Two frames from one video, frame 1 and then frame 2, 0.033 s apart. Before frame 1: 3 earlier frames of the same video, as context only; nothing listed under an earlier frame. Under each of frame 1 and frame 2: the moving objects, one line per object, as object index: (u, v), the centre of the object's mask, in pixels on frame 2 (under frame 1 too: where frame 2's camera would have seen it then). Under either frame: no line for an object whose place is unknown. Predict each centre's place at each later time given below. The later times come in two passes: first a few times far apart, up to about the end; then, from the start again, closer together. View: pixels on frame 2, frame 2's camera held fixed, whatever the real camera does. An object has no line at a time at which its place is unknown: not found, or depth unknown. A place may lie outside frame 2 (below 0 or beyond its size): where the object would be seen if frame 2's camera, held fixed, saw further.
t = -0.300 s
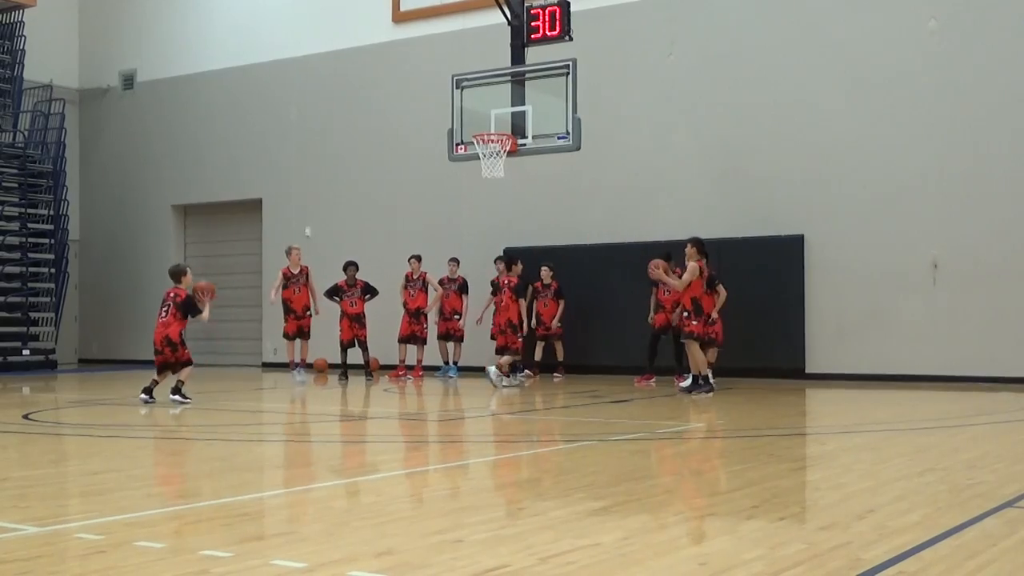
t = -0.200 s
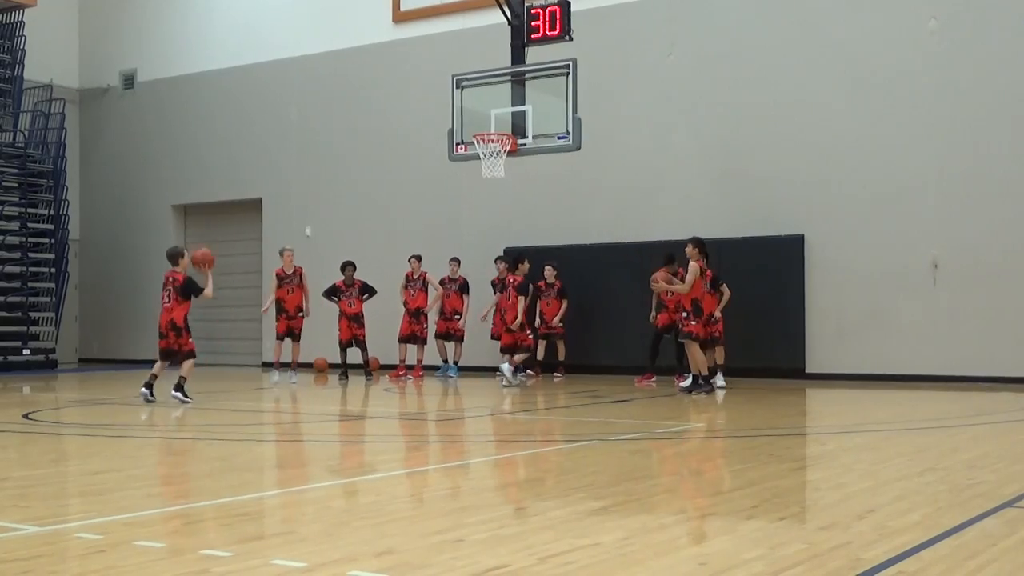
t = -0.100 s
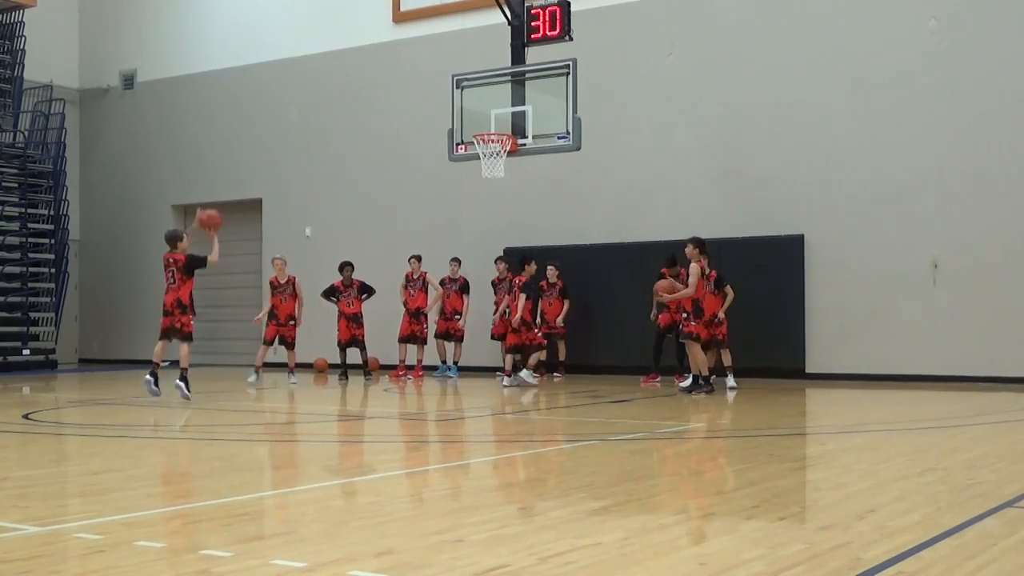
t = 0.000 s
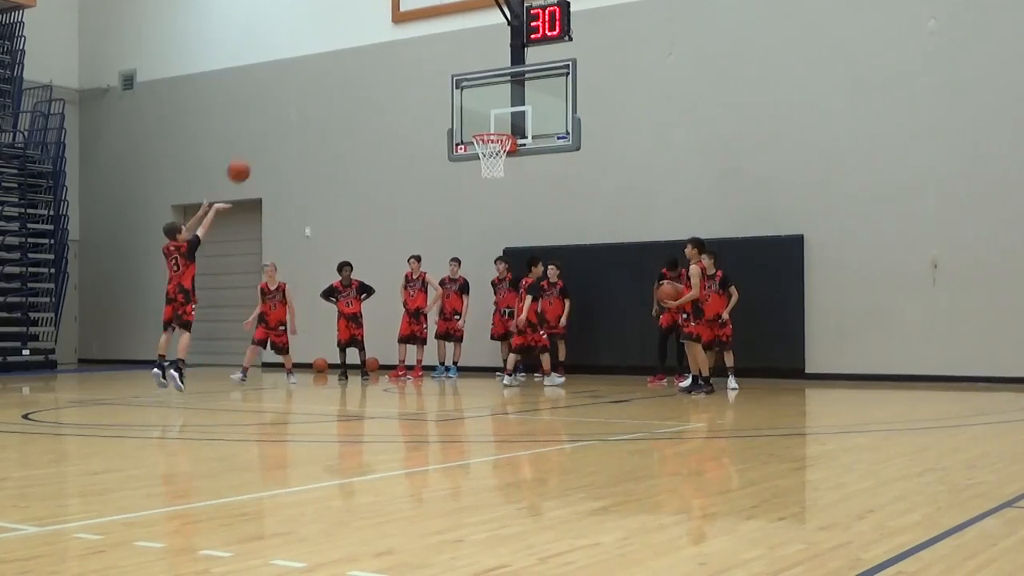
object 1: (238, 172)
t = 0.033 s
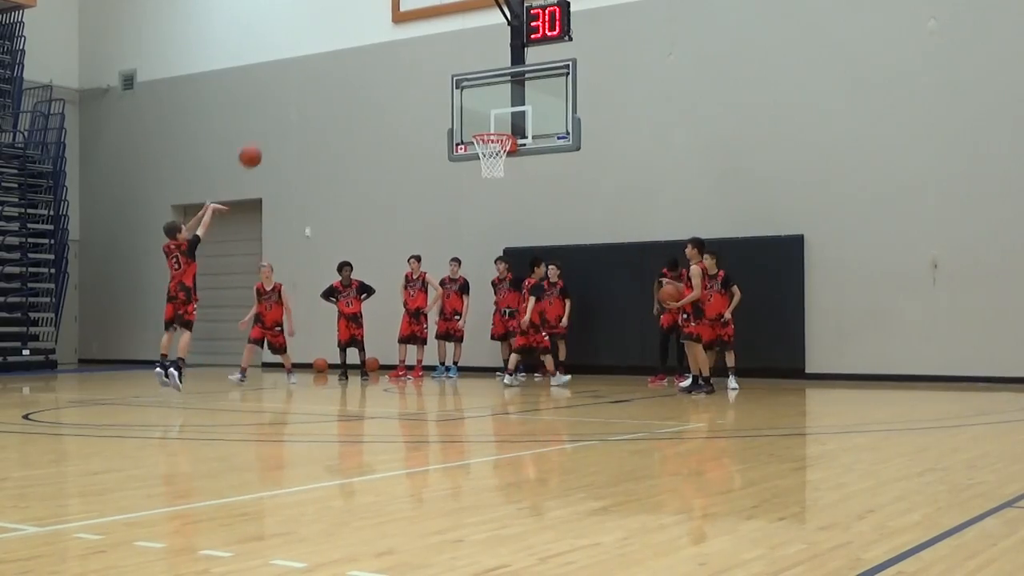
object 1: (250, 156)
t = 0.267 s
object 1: (328, 84)
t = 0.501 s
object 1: (399, 63)
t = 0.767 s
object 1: (474, 95)
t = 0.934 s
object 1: (505, 120)
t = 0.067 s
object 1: (262, 143)
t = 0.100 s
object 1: (273, 130)
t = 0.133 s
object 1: (284, 119)
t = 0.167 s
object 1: (295, 108)
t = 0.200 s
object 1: (306, 99)
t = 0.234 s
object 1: (317, 90)
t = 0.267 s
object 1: (328, 84)
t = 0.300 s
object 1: (338, 78)
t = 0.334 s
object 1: (349, 73)
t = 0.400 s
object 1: (369, 65)
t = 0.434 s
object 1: (379, 64)
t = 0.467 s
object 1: (389, 63)
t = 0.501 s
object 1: (399, 63)
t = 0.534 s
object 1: (409, 63)
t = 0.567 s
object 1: (419, 65)
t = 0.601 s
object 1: (428, 68)
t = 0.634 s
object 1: (438, 71)
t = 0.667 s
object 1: (447, 75)
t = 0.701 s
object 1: (456, 81)
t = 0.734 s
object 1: (465, 87)
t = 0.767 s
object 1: (474, 95)
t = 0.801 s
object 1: (483, 102)
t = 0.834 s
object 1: (492, 111)
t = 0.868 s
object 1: (501, 120)
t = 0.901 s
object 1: (509, 128)
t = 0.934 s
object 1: (505, 120)
